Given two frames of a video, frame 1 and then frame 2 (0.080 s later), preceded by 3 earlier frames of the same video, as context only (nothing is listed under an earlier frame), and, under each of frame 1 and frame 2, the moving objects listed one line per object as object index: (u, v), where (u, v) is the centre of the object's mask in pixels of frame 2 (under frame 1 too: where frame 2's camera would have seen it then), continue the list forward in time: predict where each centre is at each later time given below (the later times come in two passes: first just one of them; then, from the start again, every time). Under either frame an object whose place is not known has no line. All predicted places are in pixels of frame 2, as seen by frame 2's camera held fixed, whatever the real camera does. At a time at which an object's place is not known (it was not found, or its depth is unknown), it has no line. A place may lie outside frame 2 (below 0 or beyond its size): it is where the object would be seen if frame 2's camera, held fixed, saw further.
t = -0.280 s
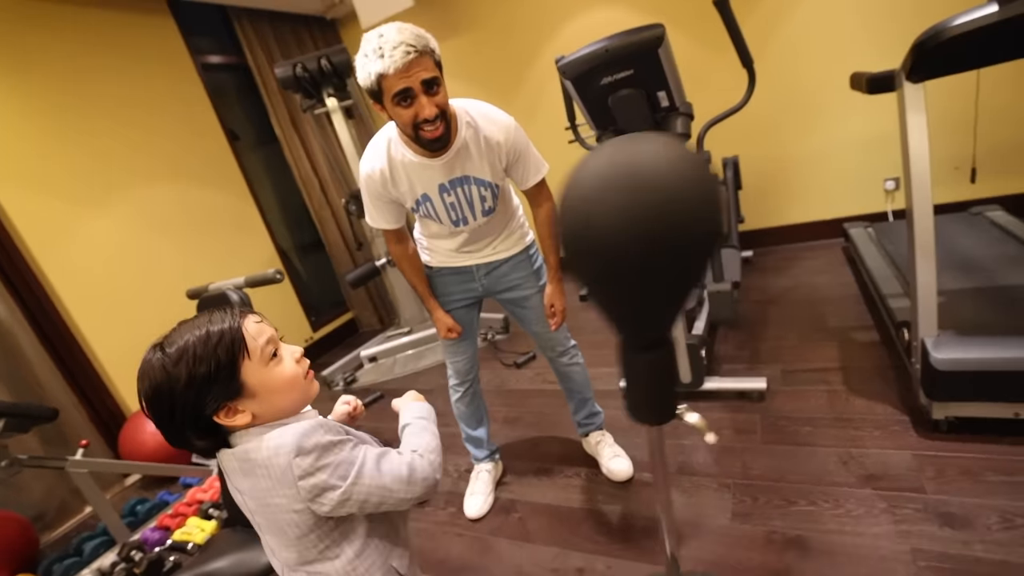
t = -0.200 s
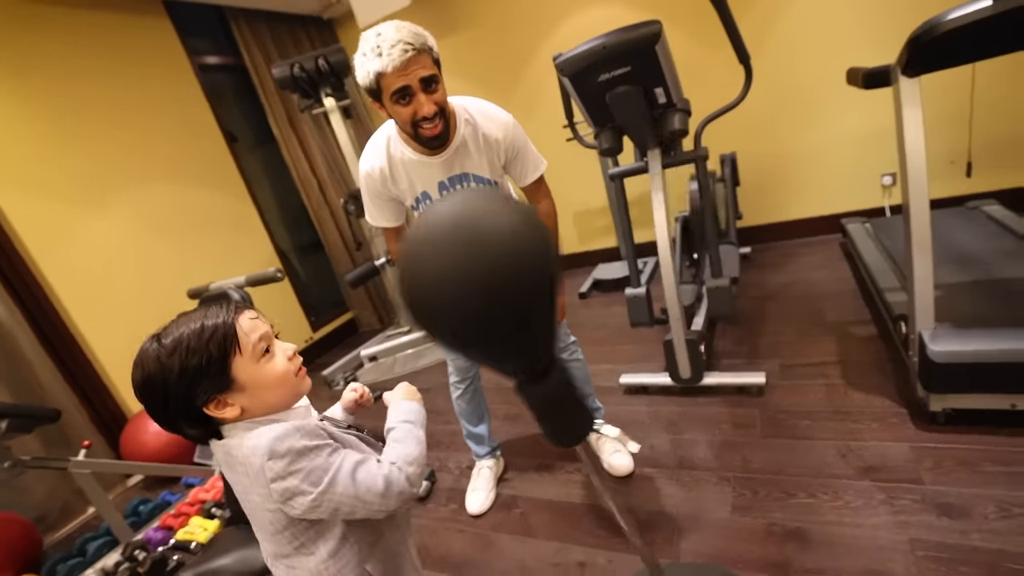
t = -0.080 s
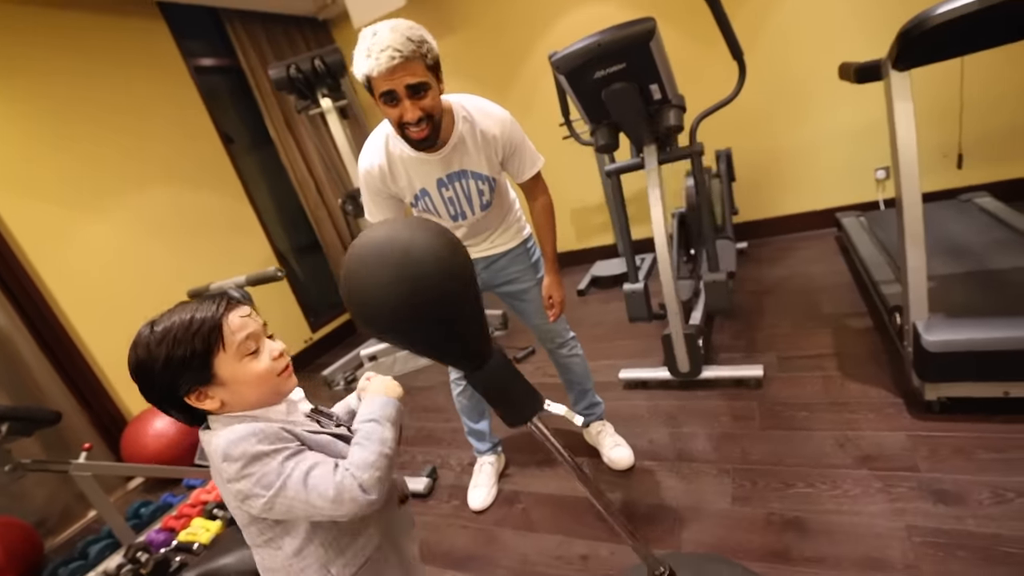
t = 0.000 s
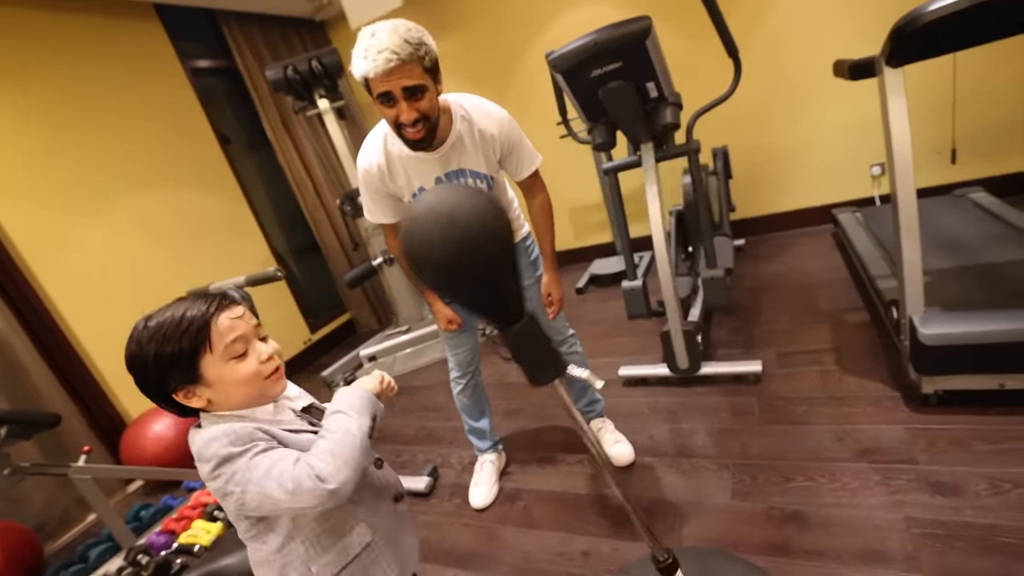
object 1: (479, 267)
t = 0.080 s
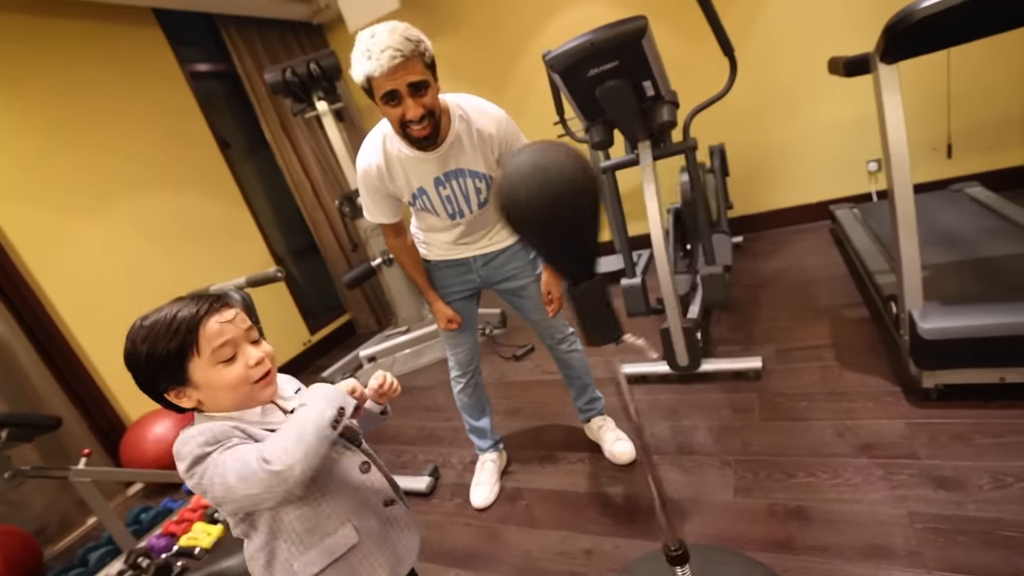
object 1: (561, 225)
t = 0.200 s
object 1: (698, 196)
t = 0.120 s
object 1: (610, 211)
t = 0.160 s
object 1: (657, 201)
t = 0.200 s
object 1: (698, 196)
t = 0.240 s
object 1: (730, 194)
